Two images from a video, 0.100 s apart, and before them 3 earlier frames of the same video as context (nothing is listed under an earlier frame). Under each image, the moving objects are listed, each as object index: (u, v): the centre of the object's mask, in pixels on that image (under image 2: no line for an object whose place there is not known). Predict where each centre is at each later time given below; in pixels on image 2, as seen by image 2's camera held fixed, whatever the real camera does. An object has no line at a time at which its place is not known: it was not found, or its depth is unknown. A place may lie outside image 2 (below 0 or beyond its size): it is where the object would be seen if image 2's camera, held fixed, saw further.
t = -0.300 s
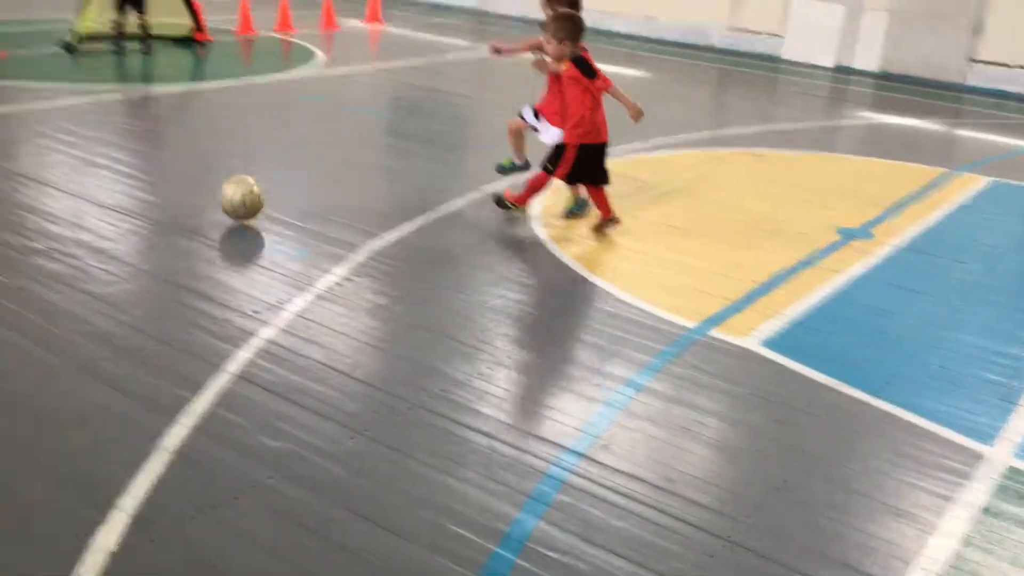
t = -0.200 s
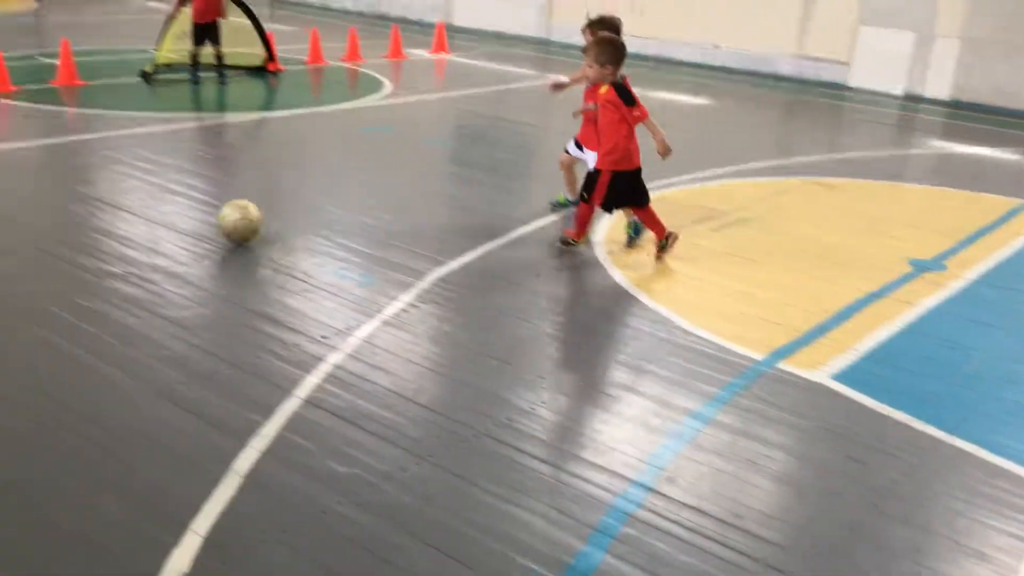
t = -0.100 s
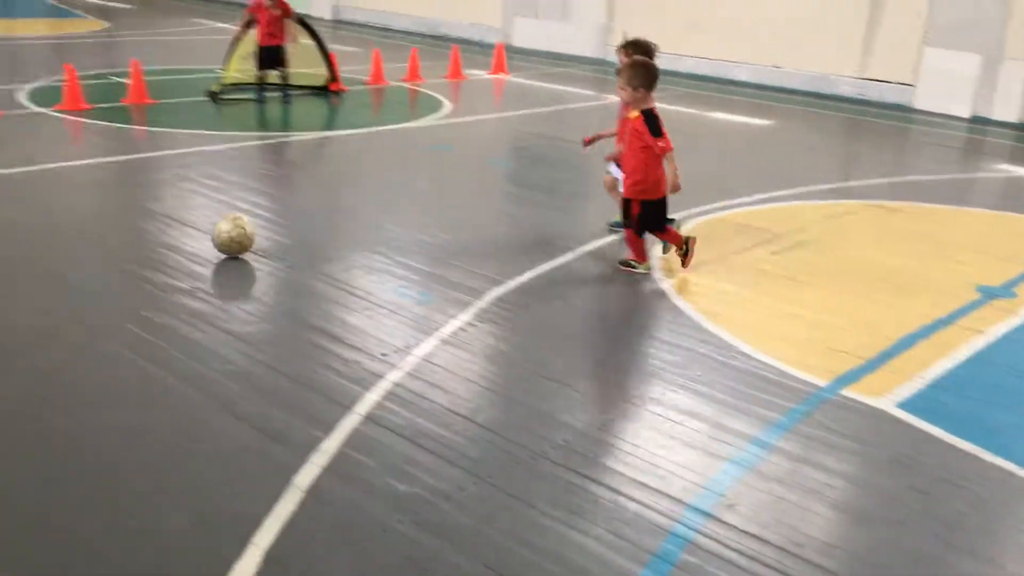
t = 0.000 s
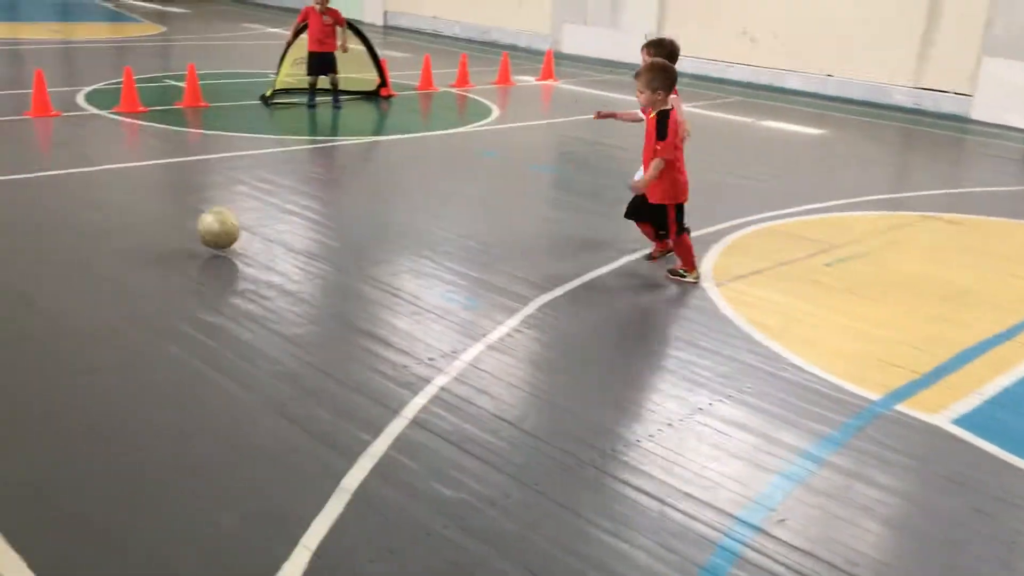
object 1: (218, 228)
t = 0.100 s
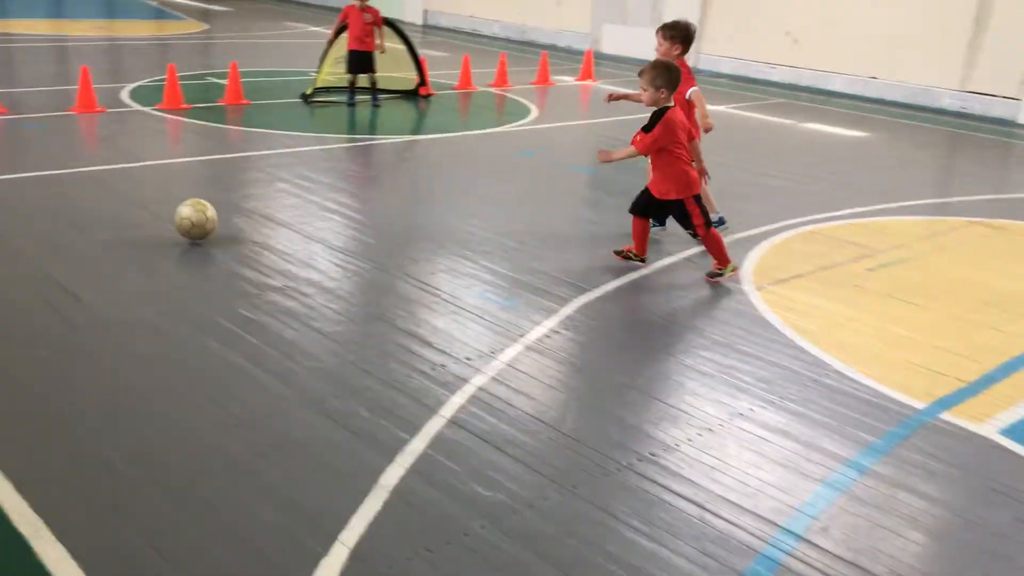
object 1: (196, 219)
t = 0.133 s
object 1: (176, 218)
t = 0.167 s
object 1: (156, 218)
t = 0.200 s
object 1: (136, 214)
